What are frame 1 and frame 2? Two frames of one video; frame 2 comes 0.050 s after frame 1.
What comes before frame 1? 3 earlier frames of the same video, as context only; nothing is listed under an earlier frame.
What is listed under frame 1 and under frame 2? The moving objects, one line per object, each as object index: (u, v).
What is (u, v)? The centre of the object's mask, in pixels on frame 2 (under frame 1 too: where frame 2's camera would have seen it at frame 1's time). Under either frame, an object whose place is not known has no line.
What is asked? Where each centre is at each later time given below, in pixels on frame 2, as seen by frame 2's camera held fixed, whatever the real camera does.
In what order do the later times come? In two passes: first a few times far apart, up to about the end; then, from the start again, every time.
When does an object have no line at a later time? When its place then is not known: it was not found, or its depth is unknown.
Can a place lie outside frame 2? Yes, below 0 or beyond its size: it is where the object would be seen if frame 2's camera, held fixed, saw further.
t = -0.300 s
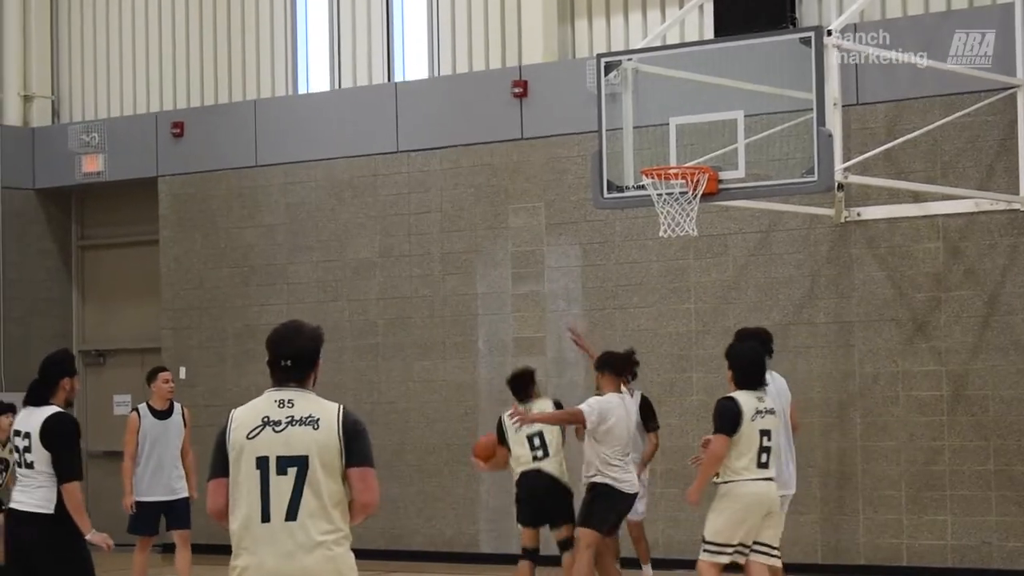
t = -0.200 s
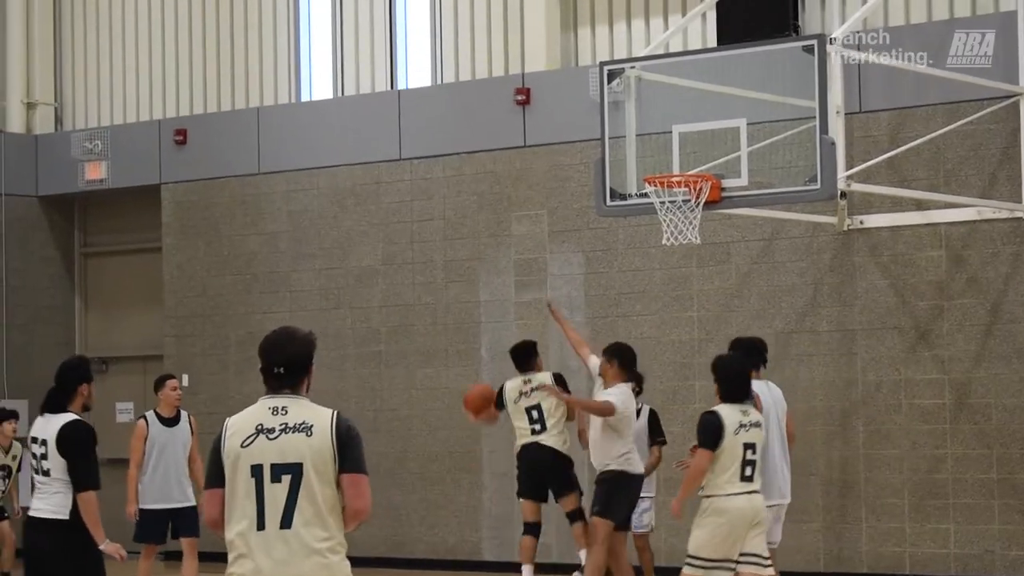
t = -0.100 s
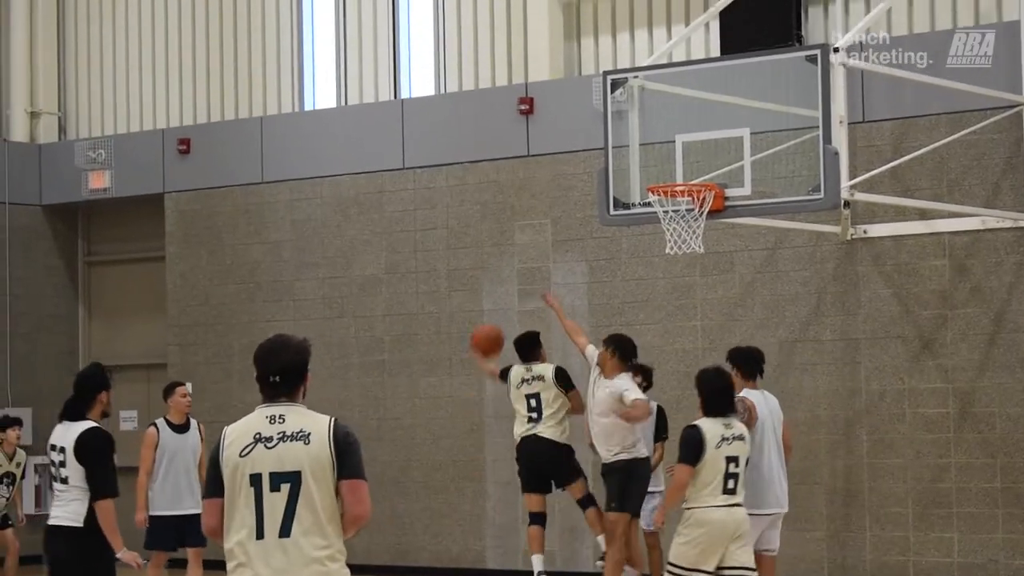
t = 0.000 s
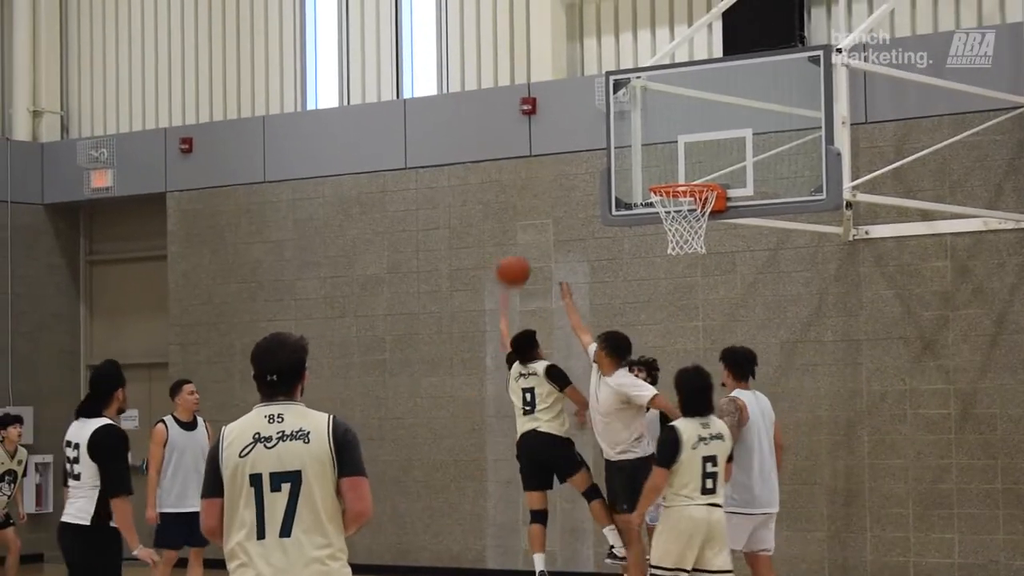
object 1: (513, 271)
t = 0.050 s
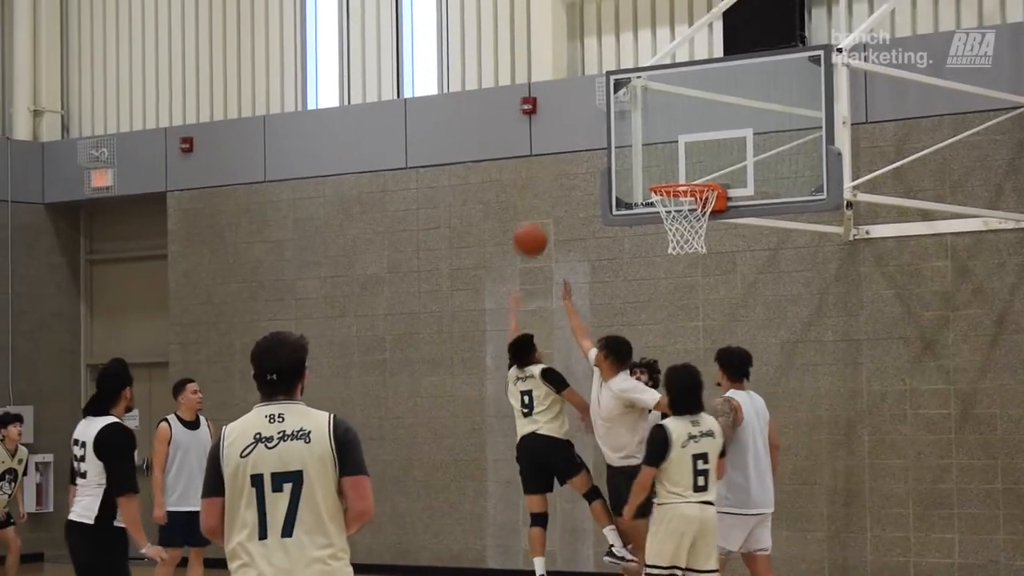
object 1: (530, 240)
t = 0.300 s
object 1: (611, 140)
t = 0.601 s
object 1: (645, 141)
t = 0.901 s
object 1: (675, 169)
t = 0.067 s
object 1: (535, 231)
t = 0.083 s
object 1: (541, 221)
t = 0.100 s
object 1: (546, 213)
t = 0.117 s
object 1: (552, 205)
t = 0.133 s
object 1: (558, 197)
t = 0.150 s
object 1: (563, 189)
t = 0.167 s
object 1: (568, 183)
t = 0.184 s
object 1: (573, 177)
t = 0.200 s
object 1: (579, 170)
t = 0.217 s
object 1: (585, 164)
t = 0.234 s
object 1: (590, 159)
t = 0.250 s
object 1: (595, 154)
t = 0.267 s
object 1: (600, 149)
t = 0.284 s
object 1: (606, 144)
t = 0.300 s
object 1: (611, 140)
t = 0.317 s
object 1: (617, 137)
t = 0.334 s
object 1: (622, 134)
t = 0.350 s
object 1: (626, 132)
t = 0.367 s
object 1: (628, 130)
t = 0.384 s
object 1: (629, 128)
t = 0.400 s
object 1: (630, 127)
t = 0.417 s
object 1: (632, 126)
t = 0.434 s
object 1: (633, 125)
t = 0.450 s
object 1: (634, 125)
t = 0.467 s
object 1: (635, 125)
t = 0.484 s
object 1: (636, 125)
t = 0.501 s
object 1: (638, 126)
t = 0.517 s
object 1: (638, 127)
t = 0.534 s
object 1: (640, 129)
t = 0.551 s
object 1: (641, 131)
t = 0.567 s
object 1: (642, 134)
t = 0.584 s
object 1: (644, 137)
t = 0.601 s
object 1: (645, 141)
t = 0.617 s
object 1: (647, 145)
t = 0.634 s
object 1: (648, 149)
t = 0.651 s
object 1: (649, 154)
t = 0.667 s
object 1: (650, 158)
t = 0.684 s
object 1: (652, 164)
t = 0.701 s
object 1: (654, 169)
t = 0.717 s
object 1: (655, 169)
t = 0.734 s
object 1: (657, 168)
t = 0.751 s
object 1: (658, 167)
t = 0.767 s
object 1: (660, 166)
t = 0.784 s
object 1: (661, 166)
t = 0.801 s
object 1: (663, 165)
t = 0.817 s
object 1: (665, 166)
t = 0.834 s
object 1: (667, 165)
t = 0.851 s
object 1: (669, 167)
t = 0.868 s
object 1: (671, 168)
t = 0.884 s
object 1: (673, 169)
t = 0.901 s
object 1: (675, 169)
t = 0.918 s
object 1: (676, 168)
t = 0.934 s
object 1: (677, 168)
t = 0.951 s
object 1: (679, 168)
